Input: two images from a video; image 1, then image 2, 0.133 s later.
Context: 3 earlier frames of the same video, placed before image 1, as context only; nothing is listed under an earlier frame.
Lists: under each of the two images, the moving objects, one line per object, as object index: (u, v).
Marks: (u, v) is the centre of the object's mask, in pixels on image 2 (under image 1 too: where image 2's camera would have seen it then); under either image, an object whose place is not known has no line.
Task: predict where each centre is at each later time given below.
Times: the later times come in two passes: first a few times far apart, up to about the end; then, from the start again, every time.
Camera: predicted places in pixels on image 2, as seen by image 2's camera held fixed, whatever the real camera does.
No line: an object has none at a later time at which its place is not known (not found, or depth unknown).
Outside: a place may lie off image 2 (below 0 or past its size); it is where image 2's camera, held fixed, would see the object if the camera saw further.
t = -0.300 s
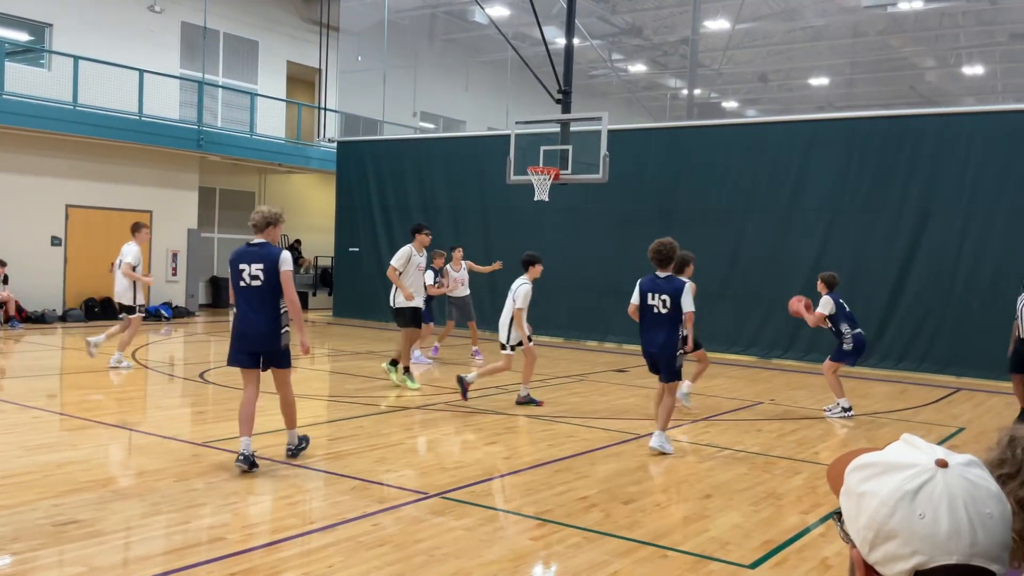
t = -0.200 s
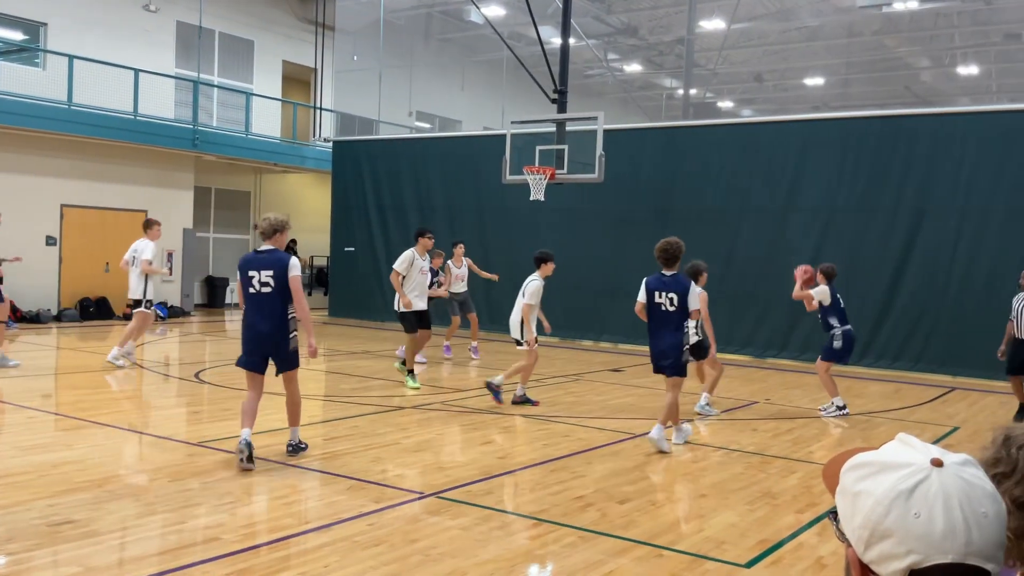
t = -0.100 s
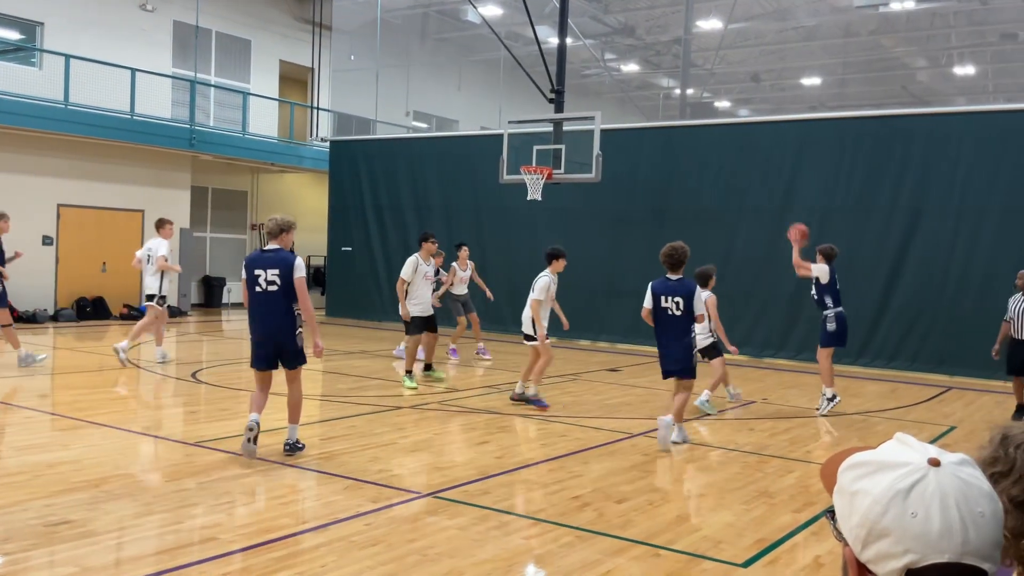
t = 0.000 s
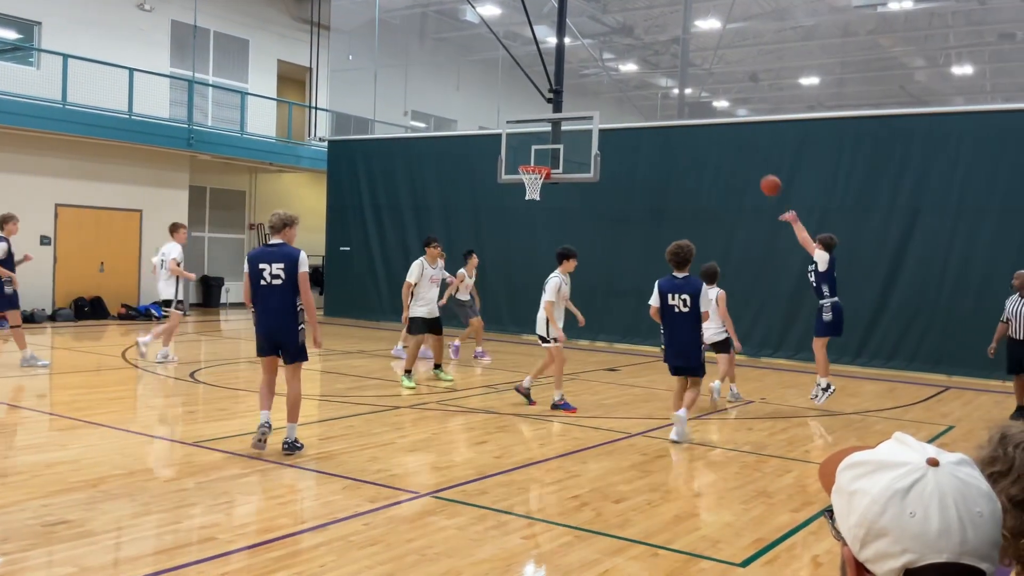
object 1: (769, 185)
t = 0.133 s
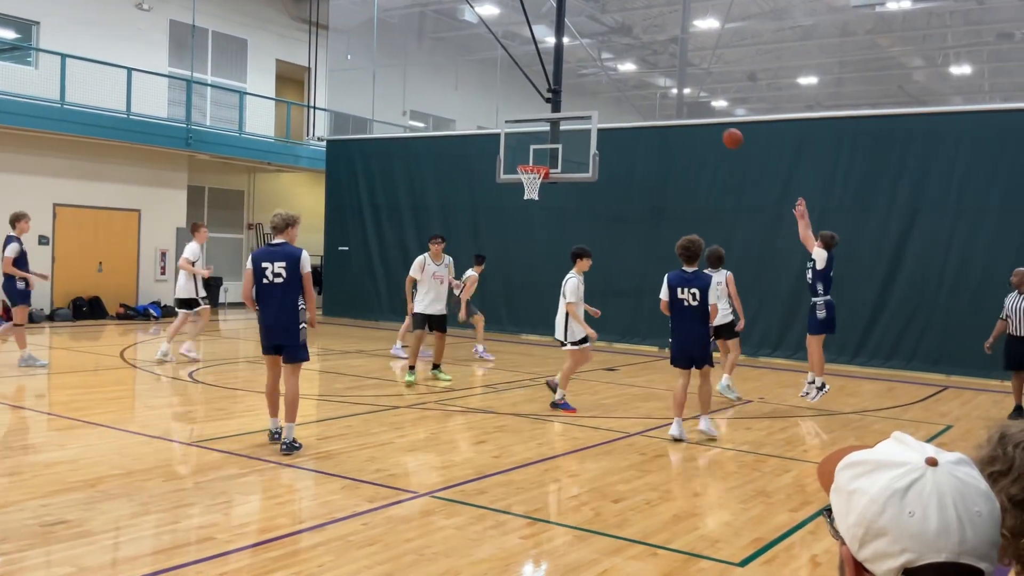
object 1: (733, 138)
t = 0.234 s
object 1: (707, 115)
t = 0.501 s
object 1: (646, 94)
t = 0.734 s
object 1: (600, 116)
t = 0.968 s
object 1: (558, 168)
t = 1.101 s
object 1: (536, 209)
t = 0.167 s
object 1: (723, 130)
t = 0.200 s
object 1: (715, 122)
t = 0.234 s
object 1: (707, 115)
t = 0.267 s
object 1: (698, 110)
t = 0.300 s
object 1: (691, 105)
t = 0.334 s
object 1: (683, 101)
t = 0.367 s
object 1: (675, 98)
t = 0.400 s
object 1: (667, 96)
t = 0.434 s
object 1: (660, 94)
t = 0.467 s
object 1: (654, 94)
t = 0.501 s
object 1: (646, 94)
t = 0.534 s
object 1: (639, 95)
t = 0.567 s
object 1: (633, 97)
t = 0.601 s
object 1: (626, 99)
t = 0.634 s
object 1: (619, 103)
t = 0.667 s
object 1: (613, 106)
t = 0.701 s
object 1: (606, 111)
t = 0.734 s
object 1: (600, 116)
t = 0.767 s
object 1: (594, 122)
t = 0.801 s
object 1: (587, 129)
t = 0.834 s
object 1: (582, 135)
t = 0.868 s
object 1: (575, 142)
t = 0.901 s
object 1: (570, 150)
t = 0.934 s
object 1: (564, 158)
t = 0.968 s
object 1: (558, 168)
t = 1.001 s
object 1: (553, 178)
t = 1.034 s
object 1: (547, 189)
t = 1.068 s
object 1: (542, 199)
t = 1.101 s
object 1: (536, 209)
